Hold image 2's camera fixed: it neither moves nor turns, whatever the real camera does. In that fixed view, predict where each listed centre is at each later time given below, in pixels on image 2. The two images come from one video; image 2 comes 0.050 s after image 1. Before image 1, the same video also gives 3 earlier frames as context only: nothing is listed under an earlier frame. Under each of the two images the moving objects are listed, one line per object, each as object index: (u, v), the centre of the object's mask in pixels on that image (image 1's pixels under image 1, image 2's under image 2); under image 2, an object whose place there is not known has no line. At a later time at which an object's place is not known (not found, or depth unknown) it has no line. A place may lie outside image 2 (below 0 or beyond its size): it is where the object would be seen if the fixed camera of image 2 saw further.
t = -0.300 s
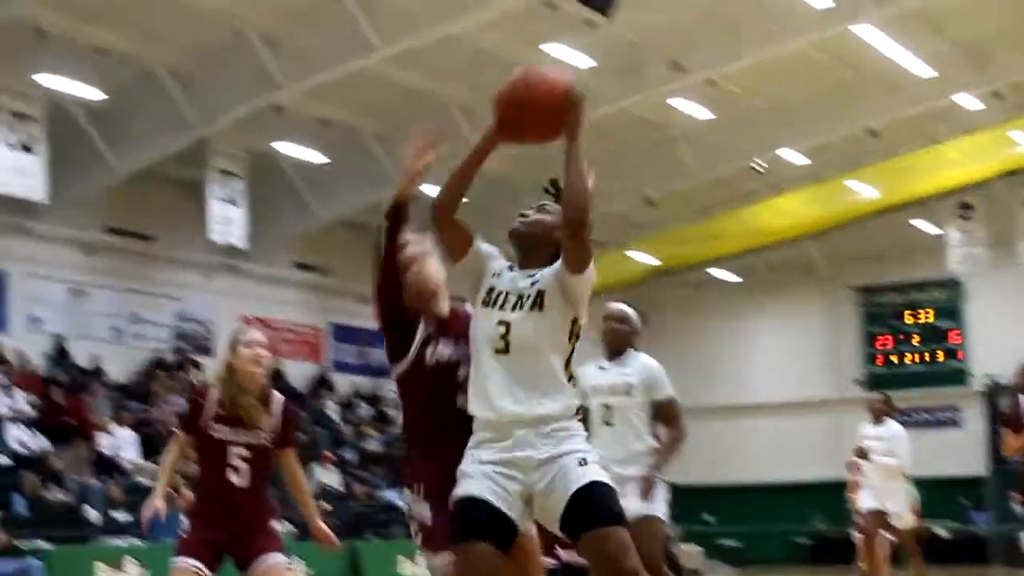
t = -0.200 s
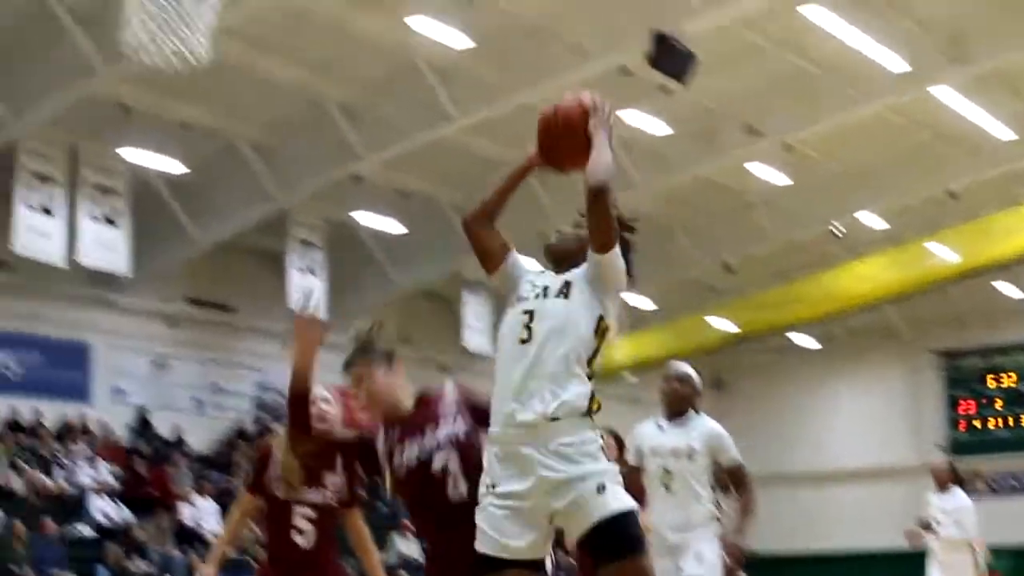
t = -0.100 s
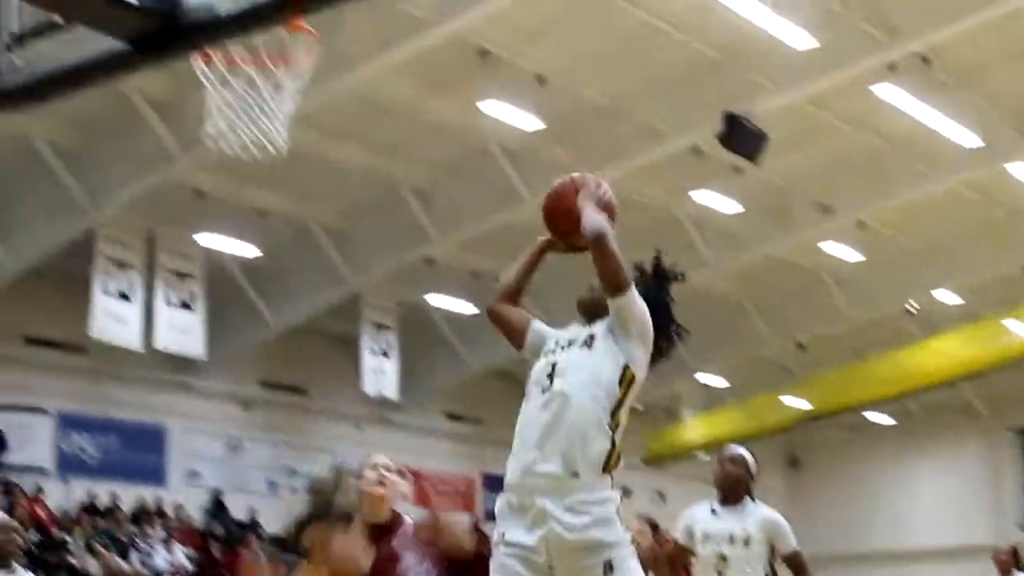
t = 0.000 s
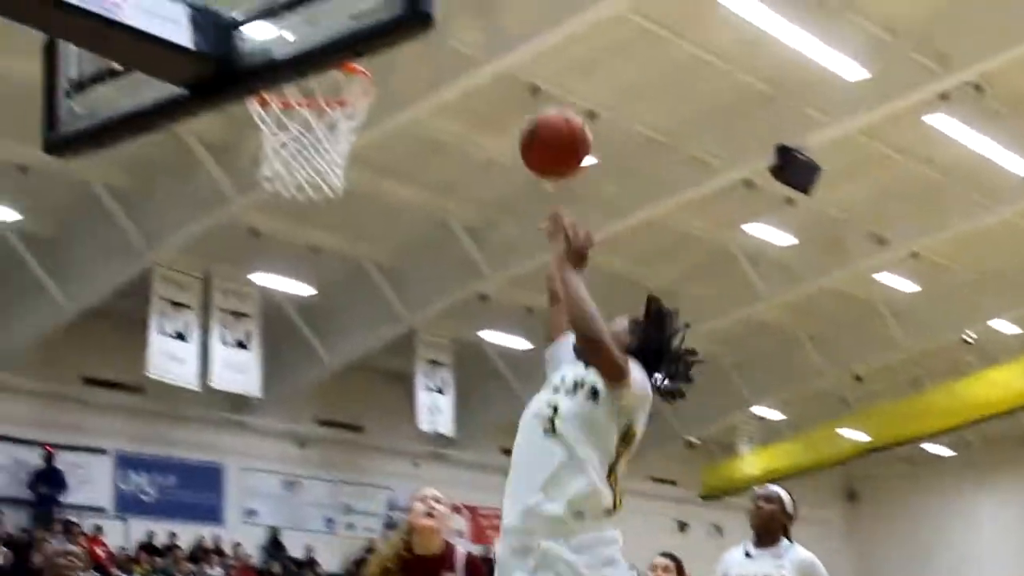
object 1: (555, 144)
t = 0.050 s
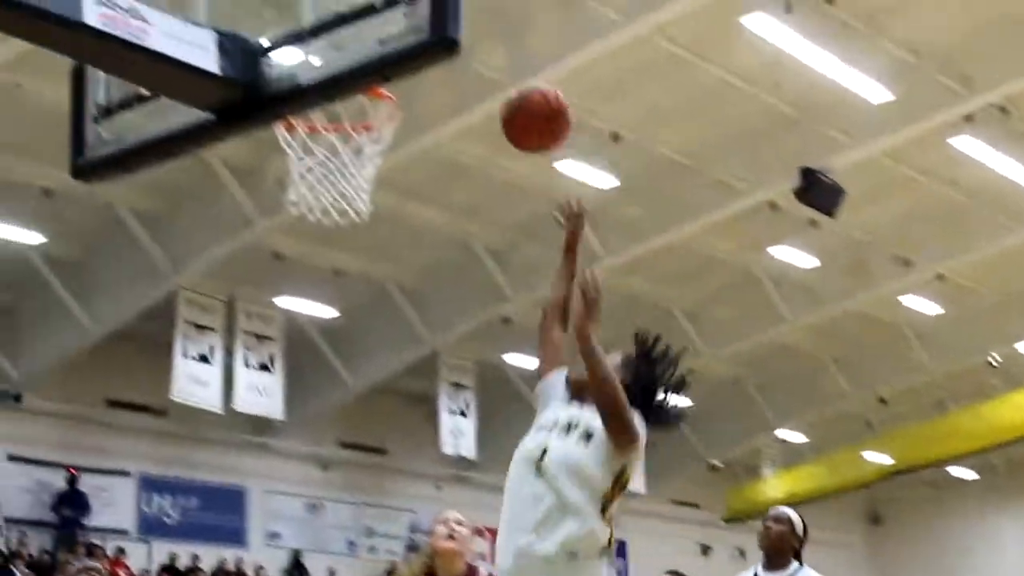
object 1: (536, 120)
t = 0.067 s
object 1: (520, 103)
